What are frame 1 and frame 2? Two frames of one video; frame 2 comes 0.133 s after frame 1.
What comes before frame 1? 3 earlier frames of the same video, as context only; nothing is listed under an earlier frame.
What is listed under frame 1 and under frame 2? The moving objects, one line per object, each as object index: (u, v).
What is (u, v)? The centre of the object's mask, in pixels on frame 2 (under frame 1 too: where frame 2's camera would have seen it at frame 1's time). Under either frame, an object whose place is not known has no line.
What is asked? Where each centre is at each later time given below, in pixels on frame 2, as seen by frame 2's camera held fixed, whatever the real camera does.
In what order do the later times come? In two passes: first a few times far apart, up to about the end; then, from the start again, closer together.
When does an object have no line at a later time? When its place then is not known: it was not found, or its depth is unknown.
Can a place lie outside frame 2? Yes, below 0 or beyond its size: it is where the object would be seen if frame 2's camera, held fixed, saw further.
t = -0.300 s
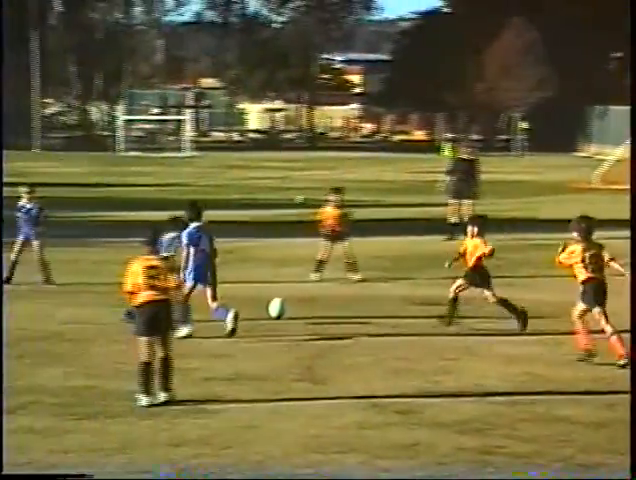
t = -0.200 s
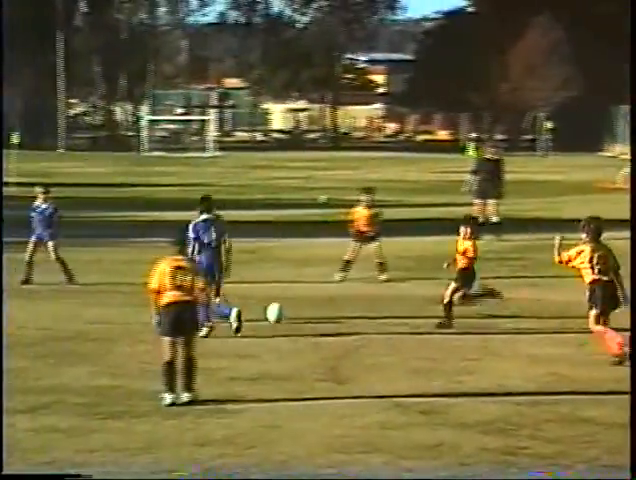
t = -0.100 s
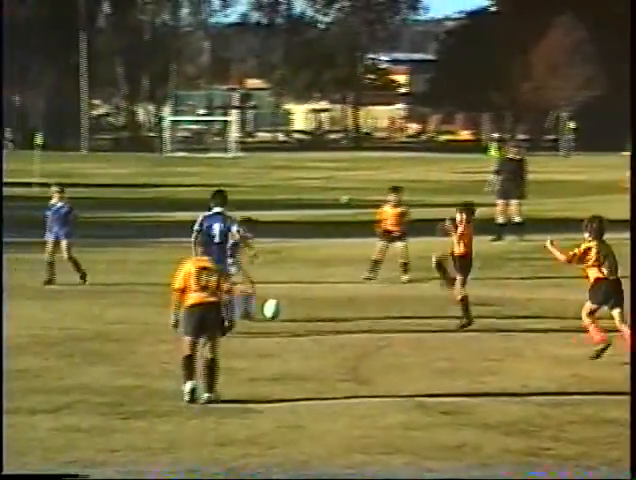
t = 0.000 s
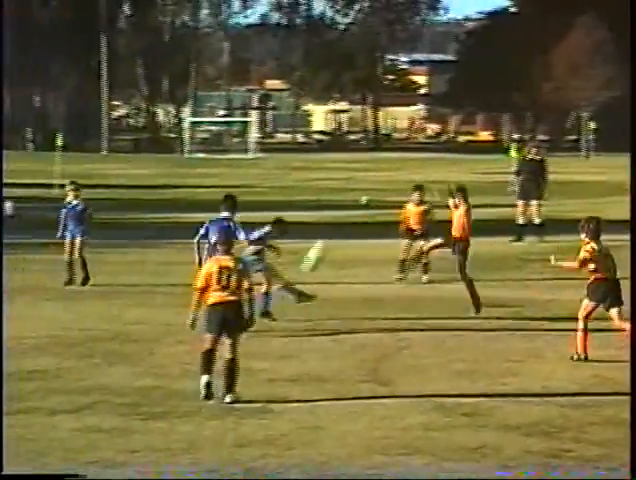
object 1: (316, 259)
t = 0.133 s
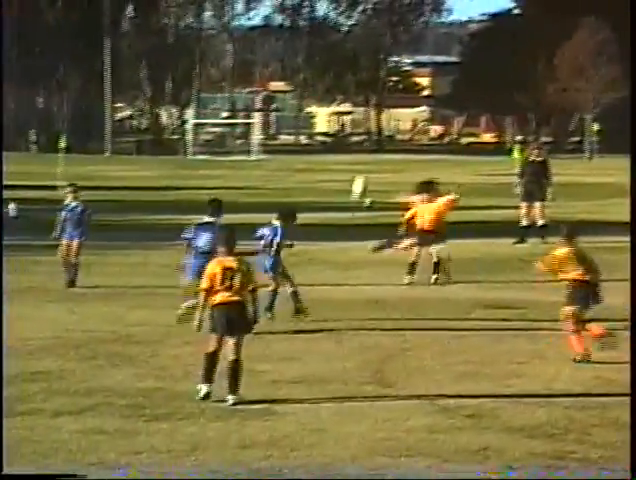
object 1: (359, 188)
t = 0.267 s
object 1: (398, 132)
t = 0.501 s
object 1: (471, 76)
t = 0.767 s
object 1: (547, 70)
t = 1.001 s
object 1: (612, 117)
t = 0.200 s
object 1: (379, 159)
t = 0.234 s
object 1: (389, 146)
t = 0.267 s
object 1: (398, 132)
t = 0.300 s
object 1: (408, 122)
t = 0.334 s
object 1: (419, 110)
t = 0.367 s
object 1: (430, 101)
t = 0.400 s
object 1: (441, 95)
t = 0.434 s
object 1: (451, 87)
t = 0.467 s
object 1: (461, 82)
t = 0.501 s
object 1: (471, 76)
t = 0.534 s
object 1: (480, 72)
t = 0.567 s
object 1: (490, 69)
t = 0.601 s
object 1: (499, 67)
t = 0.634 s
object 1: (509, 66)
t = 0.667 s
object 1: (518, 66)
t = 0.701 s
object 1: (528, 66)
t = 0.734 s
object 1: (537, 68)
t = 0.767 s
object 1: (547, 70)
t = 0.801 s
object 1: (556, 74)
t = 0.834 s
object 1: (565, 79)
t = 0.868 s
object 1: (575, 85)
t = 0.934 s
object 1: (593, 100)
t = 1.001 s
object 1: (612, 117)
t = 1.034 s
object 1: (621, 127)
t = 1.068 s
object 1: (630, 139)
